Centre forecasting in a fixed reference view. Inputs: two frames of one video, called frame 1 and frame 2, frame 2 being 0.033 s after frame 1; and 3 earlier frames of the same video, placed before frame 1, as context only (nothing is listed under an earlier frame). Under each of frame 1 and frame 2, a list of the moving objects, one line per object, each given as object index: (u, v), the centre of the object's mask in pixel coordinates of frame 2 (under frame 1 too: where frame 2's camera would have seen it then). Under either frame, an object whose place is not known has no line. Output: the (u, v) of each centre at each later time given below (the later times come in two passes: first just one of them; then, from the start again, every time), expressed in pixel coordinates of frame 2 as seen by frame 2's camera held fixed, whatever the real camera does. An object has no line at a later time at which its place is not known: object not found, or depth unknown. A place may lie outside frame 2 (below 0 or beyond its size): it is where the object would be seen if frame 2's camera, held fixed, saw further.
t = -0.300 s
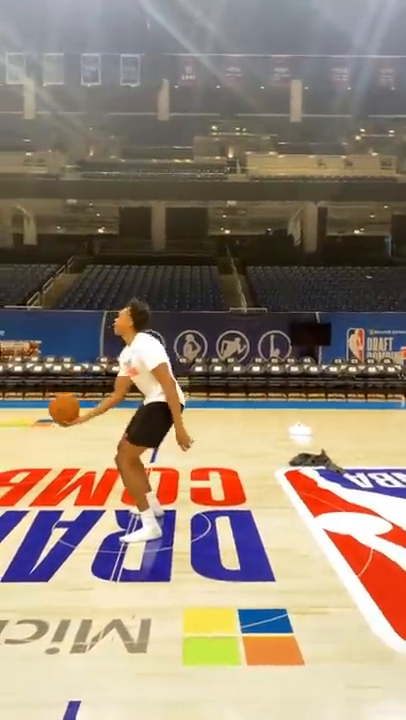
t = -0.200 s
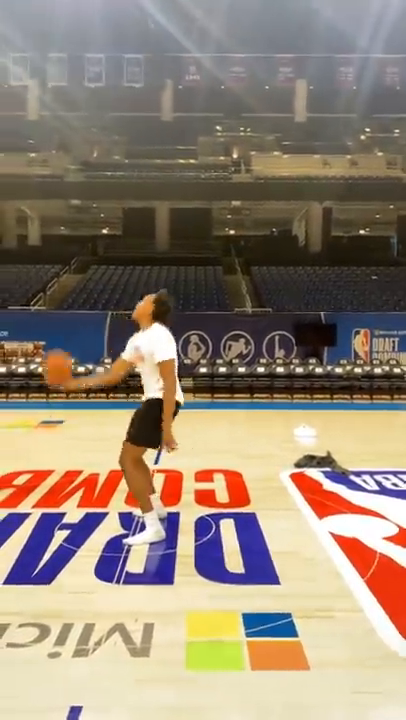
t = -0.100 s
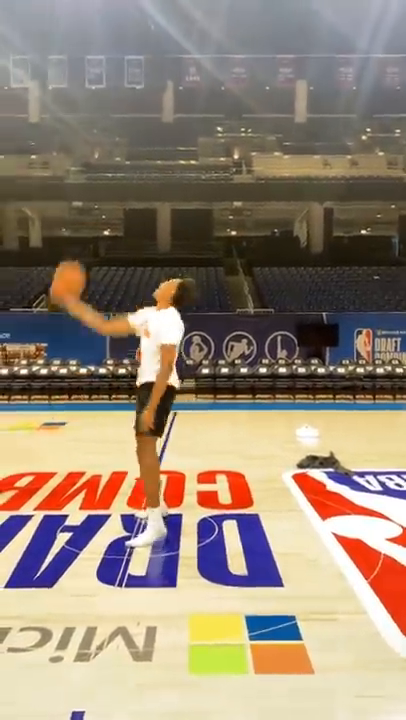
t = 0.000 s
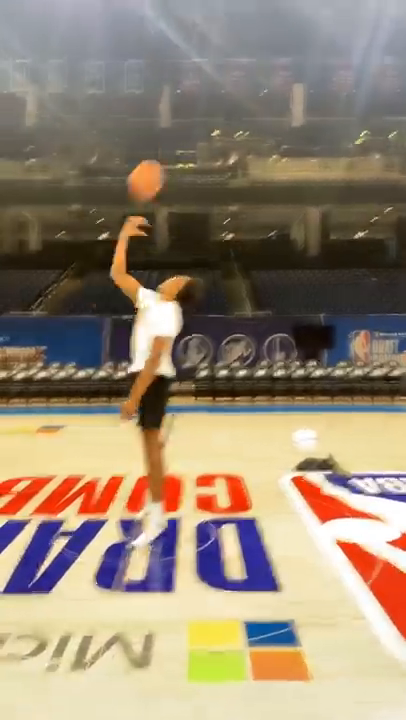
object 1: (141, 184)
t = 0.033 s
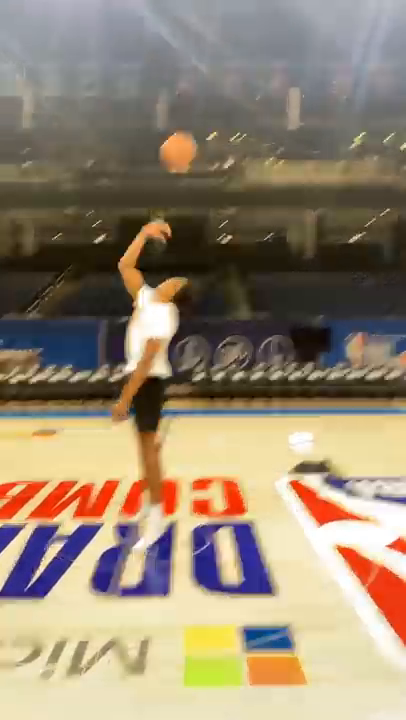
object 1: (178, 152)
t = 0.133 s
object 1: (287, 69)
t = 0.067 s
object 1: (215, 122)
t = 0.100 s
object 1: (250, 95)
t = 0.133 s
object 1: (287, 69)
